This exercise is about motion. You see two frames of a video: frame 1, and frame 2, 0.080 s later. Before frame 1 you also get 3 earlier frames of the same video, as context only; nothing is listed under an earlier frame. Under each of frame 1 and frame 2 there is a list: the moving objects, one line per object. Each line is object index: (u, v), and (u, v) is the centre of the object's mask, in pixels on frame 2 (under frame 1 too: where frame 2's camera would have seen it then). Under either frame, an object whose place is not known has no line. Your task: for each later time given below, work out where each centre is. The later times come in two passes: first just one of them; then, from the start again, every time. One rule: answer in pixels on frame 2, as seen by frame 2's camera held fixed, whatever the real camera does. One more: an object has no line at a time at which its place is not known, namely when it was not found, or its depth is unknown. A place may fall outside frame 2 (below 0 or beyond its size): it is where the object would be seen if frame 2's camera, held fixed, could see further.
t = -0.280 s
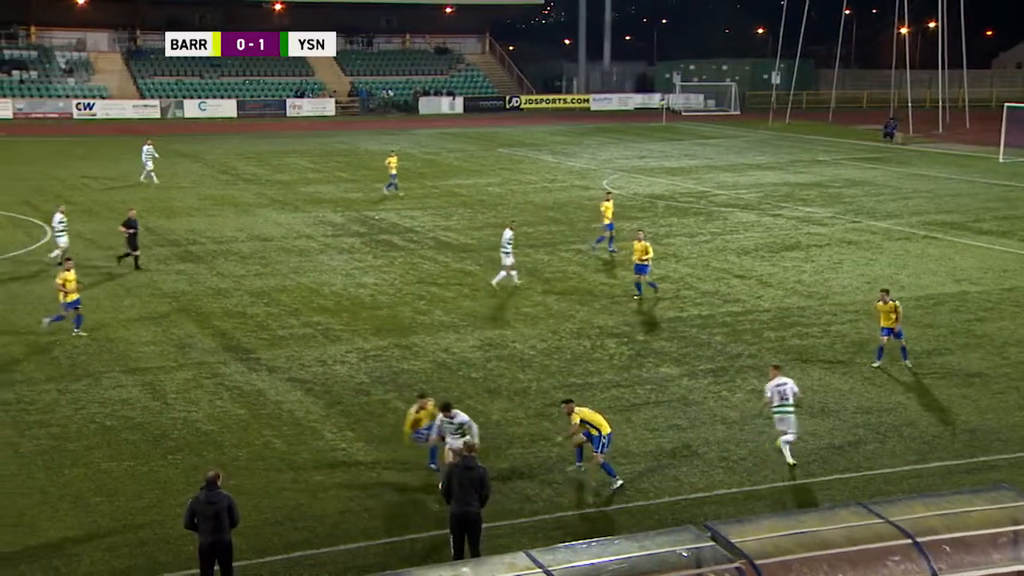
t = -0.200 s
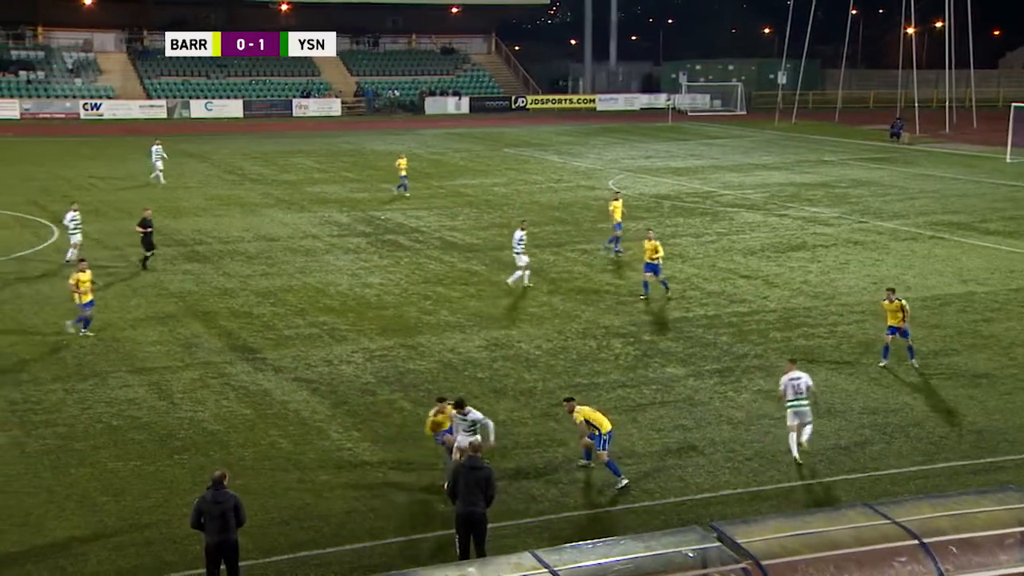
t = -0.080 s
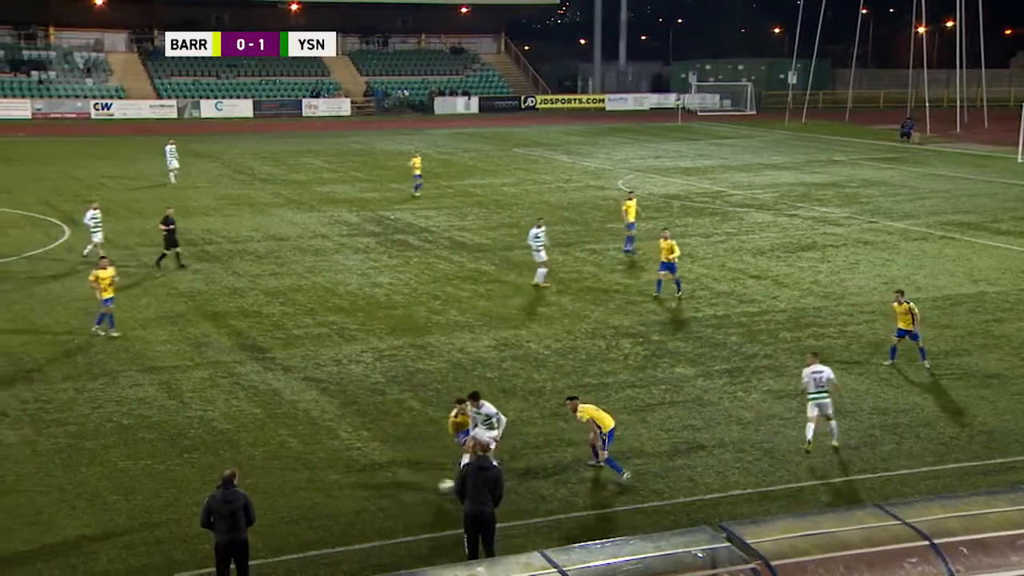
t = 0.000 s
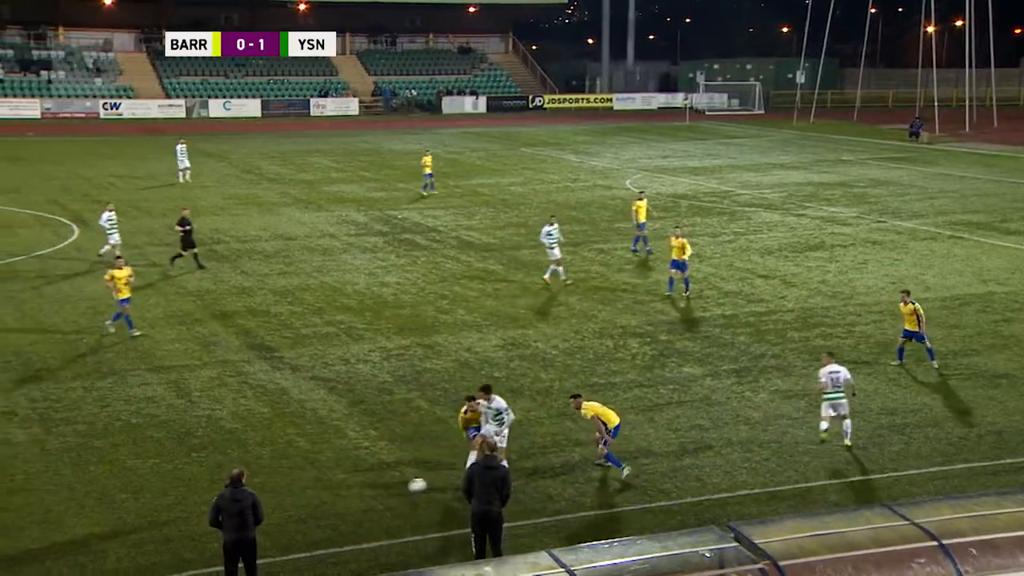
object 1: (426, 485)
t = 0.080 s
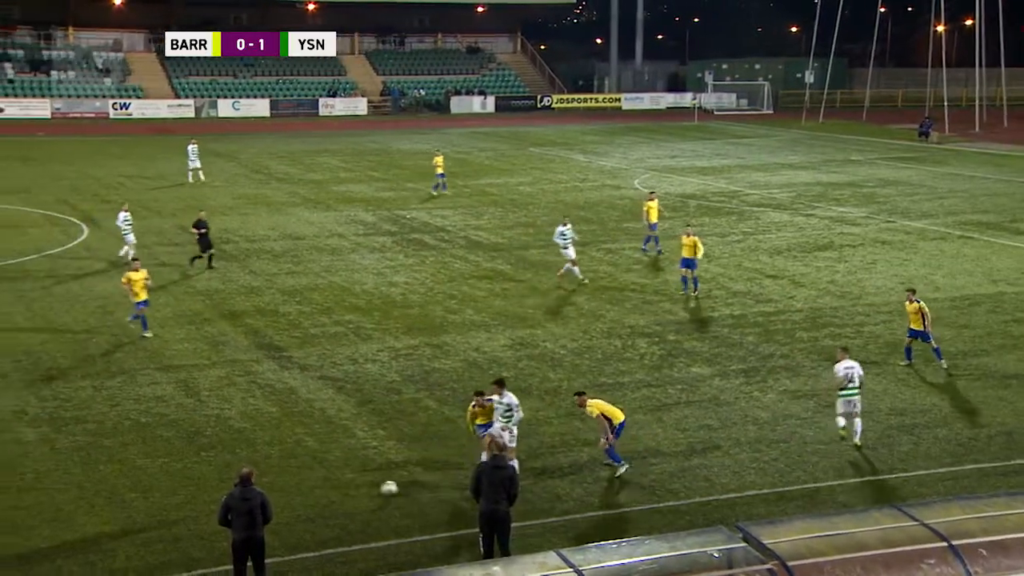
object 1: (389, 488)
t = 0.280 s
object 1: (309, 490)
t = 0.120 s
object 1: (372, 487)
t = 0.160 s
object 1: (356, 488)
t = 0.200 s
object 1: (340, 489)
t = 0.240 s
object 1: (324, 490)
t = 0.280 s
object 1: (309, 490)
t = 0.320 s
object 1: (294, 491)
